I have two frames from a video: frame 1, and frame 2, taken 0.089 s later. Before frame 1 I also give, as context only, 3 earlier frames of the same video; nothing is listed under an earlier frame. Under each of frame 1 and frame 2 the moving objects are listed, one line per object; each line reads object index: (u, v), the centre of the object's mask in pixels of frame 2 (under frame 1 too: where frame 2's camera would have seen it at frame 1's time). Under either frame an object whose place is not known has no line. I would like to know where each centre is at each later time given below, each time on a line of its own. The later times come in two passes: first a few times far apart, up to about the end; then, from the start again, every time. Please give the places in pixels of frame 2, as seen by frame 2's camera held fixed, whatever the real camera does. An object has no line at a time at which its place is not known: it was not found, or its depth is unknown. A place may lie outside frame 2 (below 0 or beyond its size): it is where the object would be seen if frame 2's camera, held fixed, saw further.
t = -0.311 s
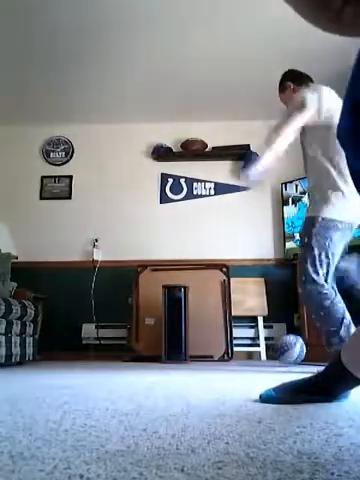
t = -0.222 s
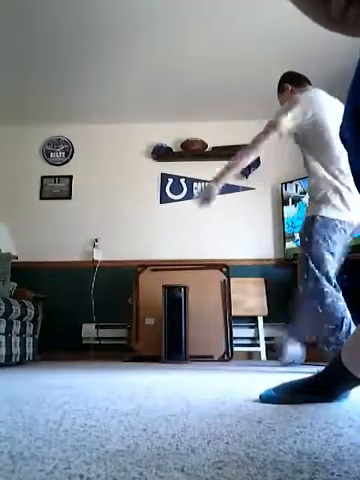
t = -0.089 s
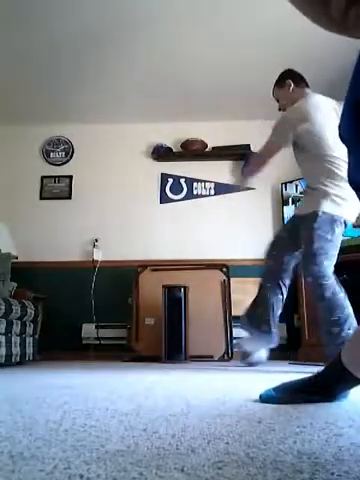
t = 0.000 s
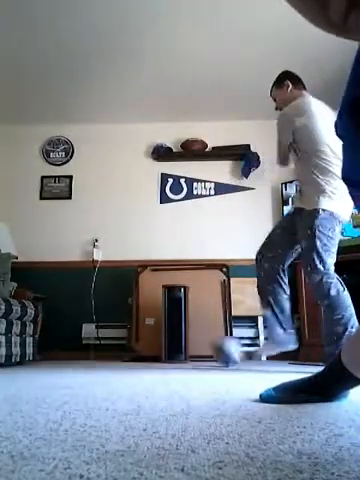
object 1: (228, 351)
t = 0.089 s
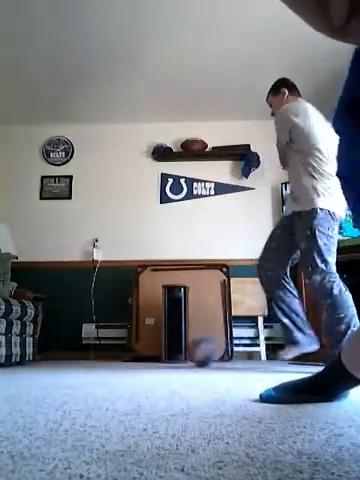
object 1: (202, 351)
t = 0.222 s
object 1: (167, 351)
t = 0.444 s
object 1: (103, 352)
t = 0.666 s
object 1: (42, 352)
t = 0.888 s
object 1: (12, 352)
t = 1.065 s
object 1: (27, 353)
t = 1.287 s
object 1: (40, 353)
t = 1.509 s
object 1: (50, 352)
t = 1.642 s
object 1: (58, 353)
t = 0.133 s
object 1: (190, 351)
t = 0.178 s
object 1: (178, 351)
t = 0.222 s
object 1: (167, 351)
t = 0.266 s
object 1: (154, 351)
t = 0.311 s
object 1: (138, 351)
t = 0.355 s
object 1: (128, 351)
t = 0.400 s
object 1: (115, 351)
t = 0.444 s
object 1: (103, 352)
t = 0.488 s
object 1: (91, 352)
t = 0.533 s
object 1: (78, 351)
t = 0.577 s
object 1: (67, 351)
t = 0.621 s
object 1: (53, 352)
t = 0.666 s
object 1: (42, 352)
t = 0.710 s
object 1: (28, 352)
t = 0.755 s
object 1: (14, 352)
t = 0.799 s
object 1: (5, 353)
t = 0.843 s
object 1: (5, 352)
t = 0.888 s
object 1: (12, 352)
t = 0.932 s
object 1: (17, 353)
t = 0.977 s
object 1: (20, 352)
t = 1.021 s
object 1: (23, 353)
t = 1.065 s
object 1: (27, 353)
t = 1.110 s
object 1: (28, 353)
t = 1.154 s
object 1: (31, 352)
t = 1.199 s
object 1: (34, 352)
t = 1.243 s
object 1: (37, 352)
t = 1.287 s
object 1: (40, 353)
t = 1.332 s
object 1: (42, 353)
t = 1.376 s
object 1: (44, 352)
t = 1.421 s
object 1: (46, 352)
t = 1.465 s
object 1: (48, 352)
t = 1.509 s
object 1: (50, 352)
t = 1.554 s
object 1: (53, 352)
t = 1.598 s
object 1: (55, 352)
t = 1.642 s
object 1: (58, 353)
